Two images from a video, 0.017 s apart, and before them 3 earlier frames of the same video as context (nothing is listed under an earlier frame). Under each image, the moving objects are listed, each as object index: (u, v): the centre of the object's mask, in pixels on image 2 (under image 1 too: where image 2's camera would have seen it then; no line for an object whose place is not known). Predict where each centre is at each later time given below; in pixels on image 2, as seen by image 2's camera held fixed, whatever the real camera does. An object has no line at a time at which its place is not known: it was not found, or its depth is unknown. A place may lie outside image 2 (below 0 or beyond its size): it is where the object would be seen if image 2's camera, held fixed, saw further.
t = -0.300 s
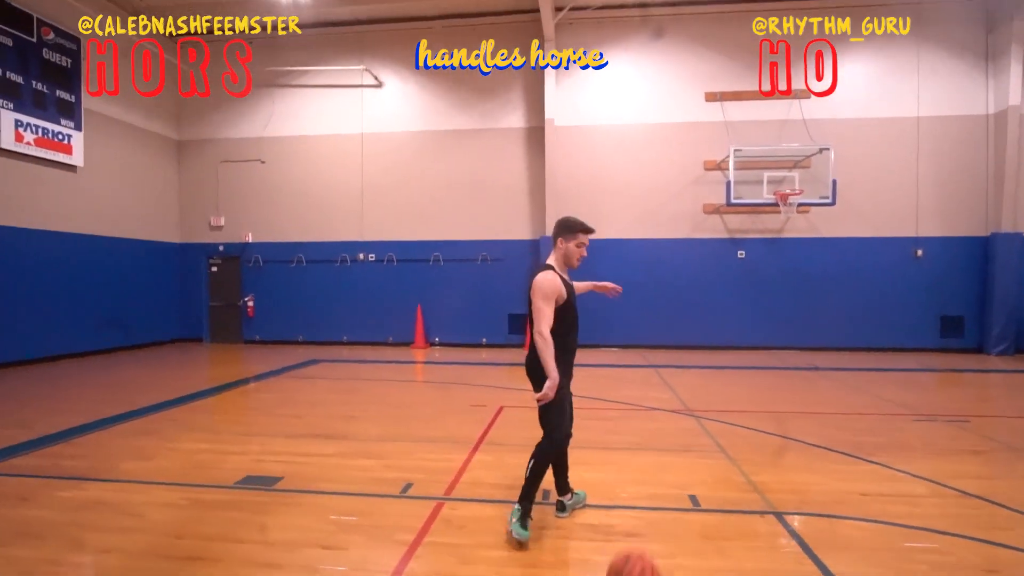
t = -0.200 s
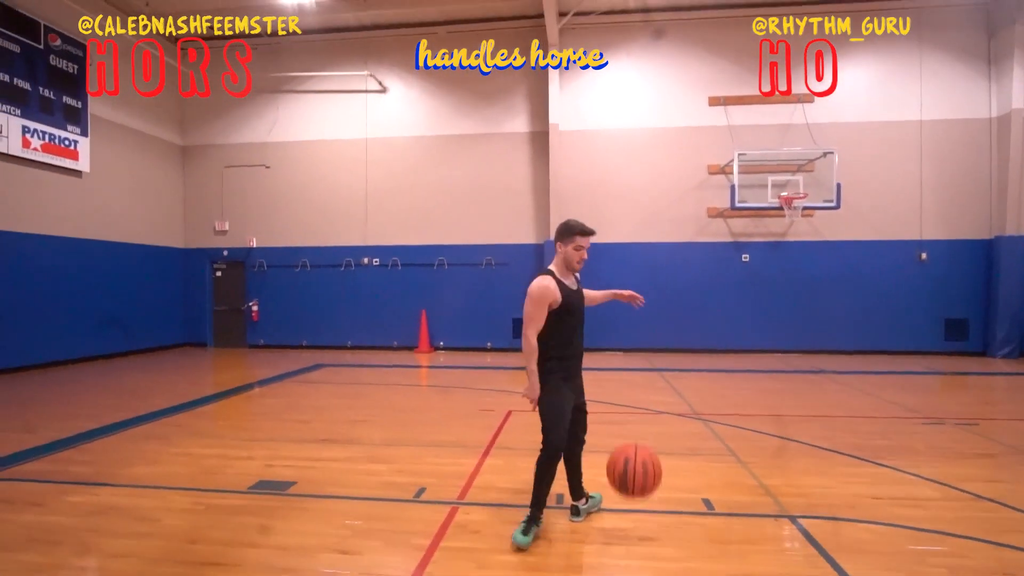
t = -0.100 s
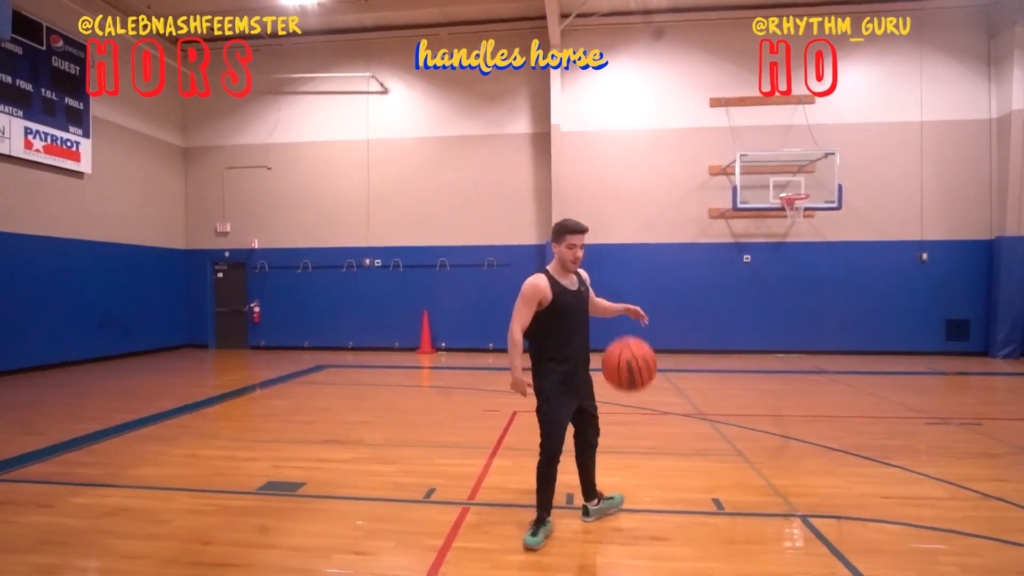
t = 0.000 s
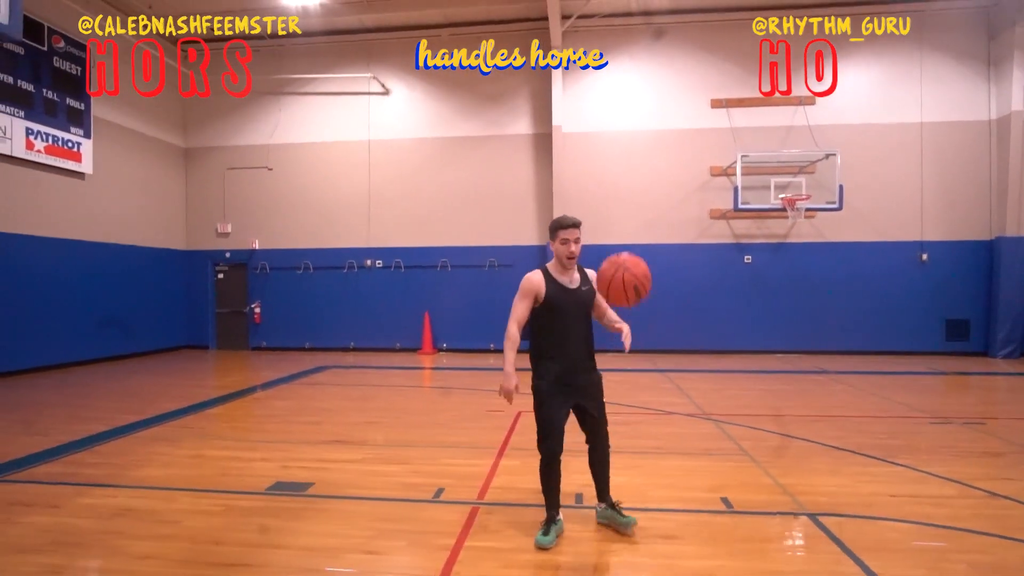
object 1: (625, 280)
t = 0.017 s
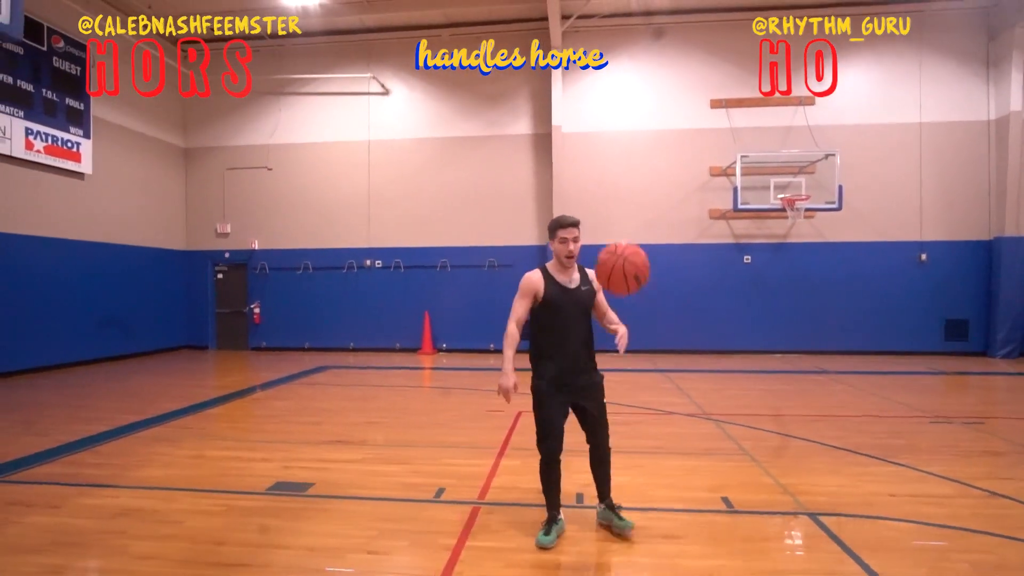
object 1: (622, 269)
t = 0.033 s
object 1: (620, 257)
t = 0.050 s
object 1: (617, 247)
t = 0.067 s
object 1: (614, 237)
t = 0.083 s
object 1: (612, 228)
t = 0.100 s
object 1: (612, 219)
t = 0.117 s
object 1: (612, 211)
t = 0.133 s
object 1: (610, 203)
